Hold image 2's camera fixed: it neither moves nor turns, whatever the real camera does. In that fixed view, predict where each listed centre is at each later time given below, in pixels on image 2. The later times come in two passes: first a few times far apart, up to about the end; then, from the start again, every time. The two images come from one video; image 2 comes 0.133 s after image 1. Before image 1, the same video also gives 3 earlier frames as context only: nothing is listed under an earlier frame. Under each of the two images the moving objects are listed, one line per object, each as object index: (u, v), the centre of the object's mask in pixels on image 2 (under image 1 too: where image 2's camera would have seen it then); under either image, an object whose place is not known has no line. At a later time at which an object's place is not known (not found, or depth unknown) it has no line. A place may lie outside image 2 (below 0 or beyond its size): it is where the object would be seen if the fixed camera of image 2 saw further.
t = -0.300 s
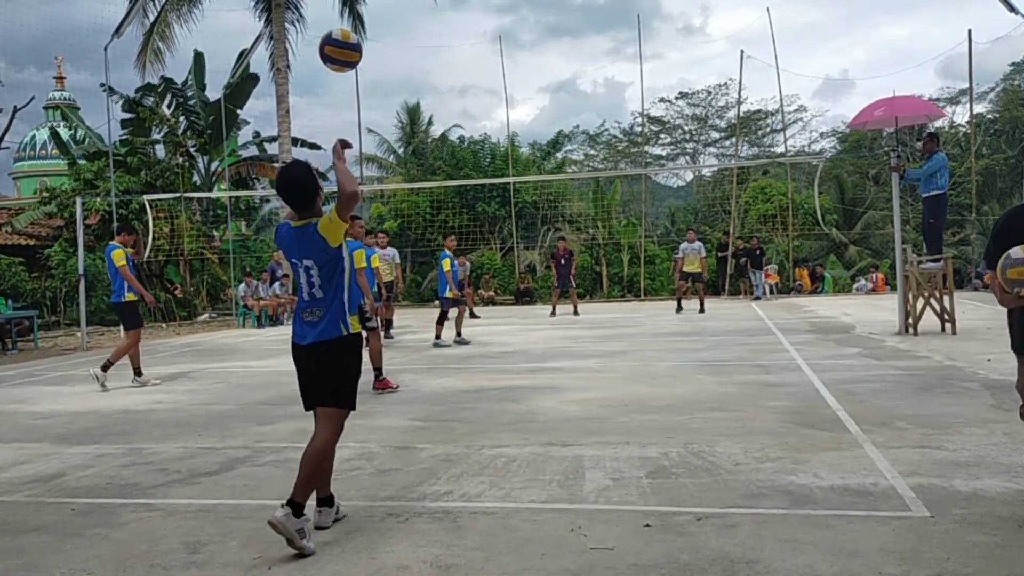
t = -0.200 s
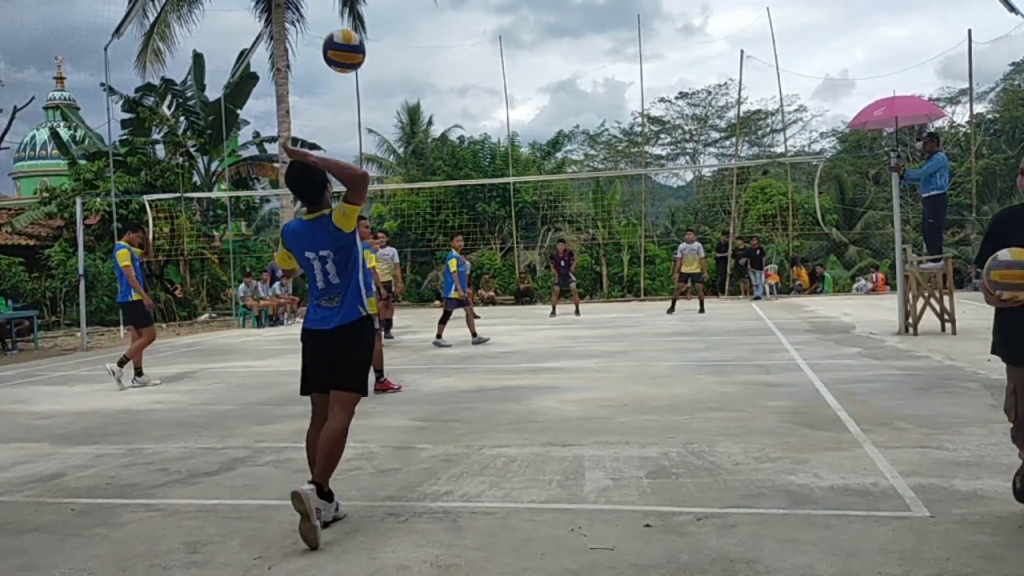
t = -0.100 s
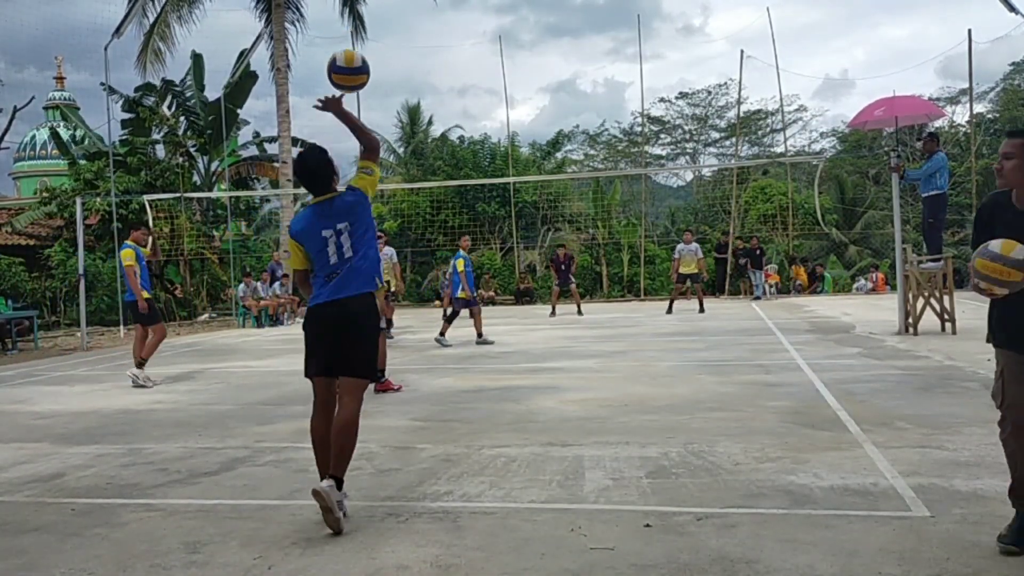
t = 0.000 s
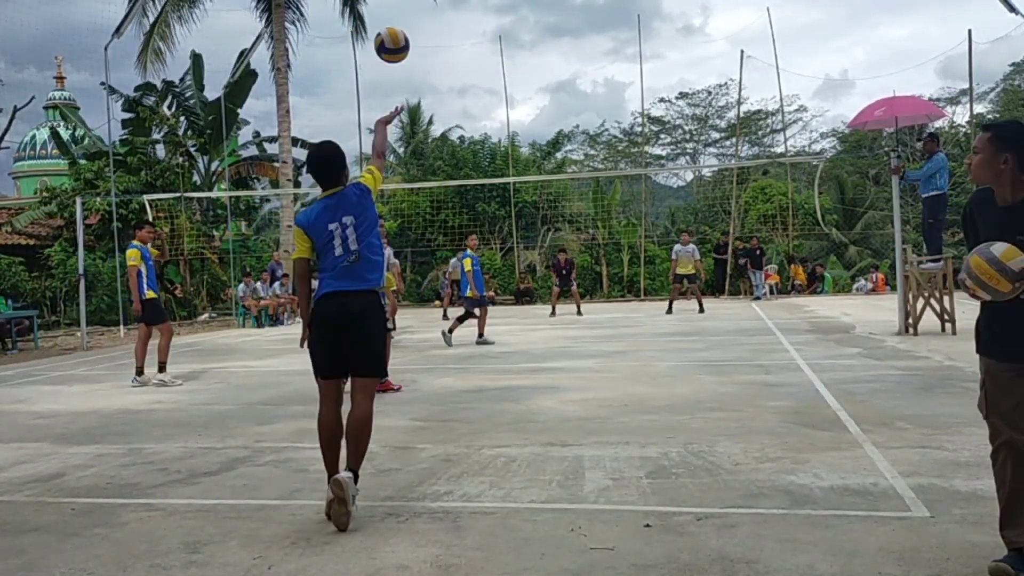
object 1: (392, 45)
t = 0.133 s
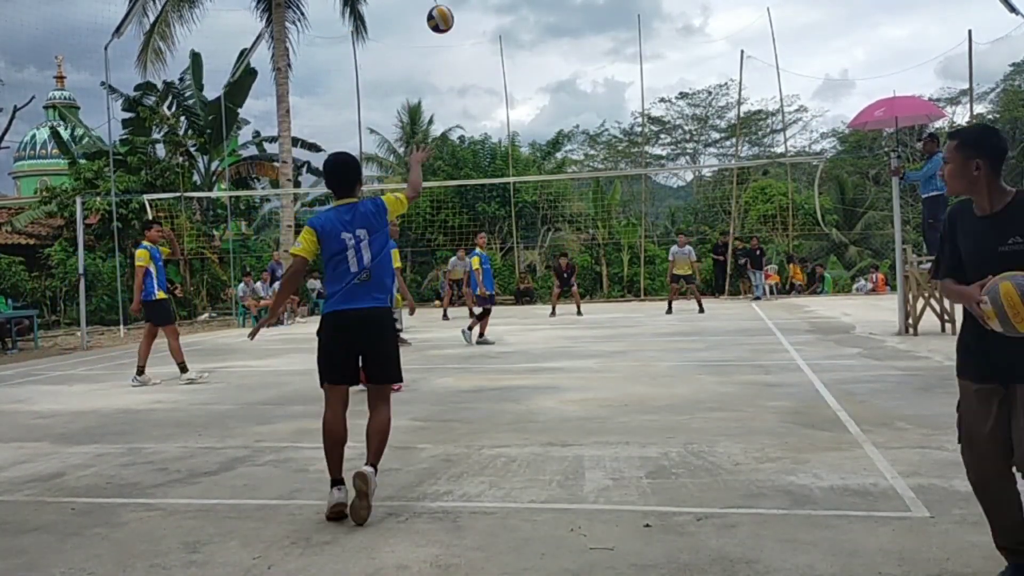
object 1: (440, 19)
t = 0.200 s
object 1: (457, 19)
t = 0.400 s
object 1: (494, 44)
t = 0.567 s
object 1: (514, 82)
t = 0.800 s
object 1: (533, 147)
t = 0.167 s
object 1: (449, 18)
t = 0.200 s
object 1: (457, 19)
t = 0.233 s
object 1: (464, 21)
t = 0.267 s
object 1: (471, 24)
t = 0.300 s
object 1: (477, 27)
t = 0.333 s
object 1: (483, 32)
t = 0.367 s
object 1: (489, 38)
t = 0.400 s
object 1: (494, 44)
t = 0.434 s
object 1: (499, 51)
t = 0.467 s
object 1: (504, 59)
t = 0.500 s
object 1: (508, 66)
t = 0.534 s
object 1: (511, 74)
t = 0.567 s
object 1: (514, 82)
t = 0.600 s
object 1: (517, 90)
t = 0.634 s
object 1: (520, 99)
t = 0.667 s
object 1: (523, 108)
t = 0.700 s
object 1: (526, 117)
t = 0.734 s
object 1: (529, 127)
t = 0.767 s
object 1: (531, 137)
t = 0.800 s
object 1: (533, 147)
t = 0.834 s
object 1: (537, 156)
